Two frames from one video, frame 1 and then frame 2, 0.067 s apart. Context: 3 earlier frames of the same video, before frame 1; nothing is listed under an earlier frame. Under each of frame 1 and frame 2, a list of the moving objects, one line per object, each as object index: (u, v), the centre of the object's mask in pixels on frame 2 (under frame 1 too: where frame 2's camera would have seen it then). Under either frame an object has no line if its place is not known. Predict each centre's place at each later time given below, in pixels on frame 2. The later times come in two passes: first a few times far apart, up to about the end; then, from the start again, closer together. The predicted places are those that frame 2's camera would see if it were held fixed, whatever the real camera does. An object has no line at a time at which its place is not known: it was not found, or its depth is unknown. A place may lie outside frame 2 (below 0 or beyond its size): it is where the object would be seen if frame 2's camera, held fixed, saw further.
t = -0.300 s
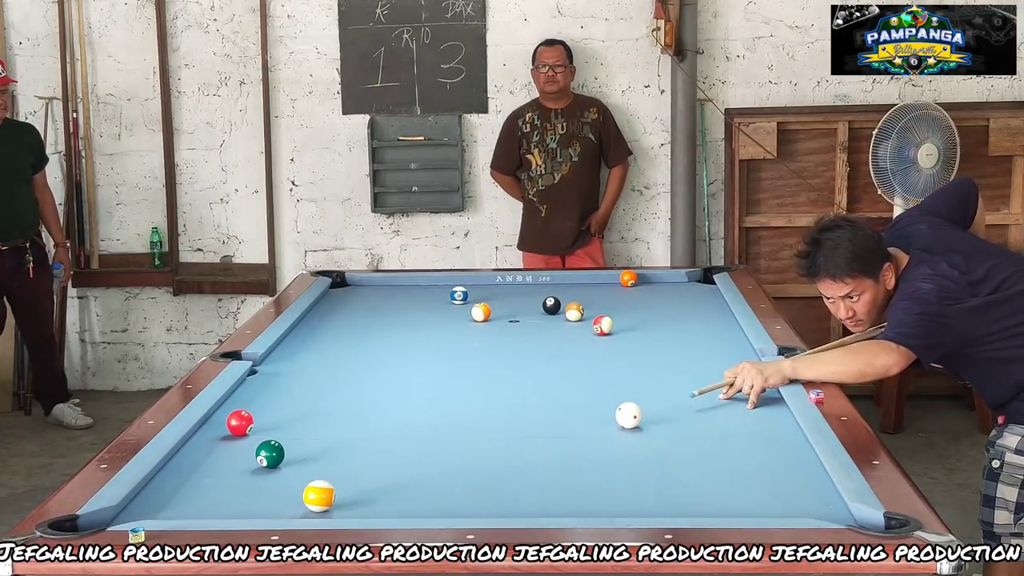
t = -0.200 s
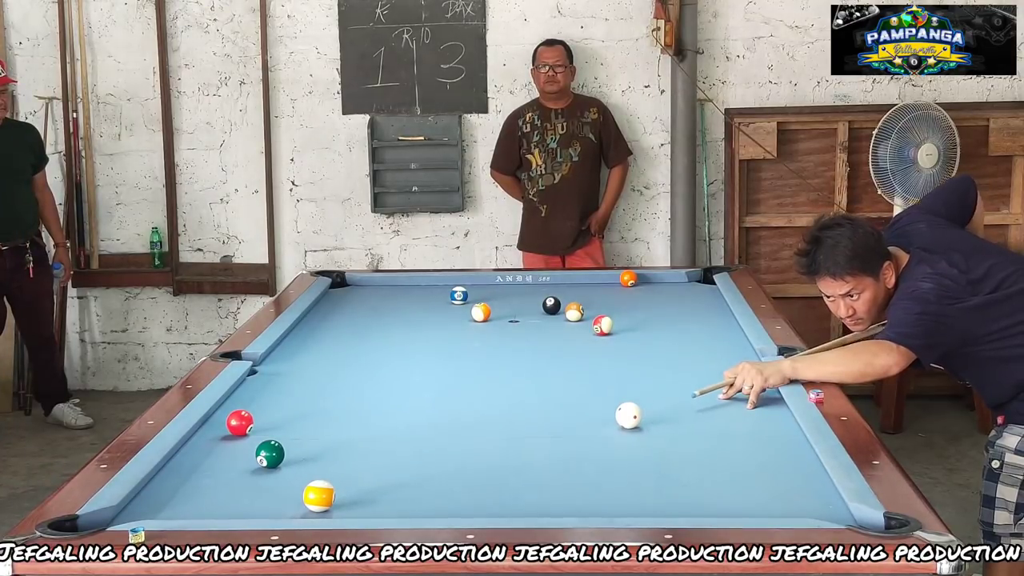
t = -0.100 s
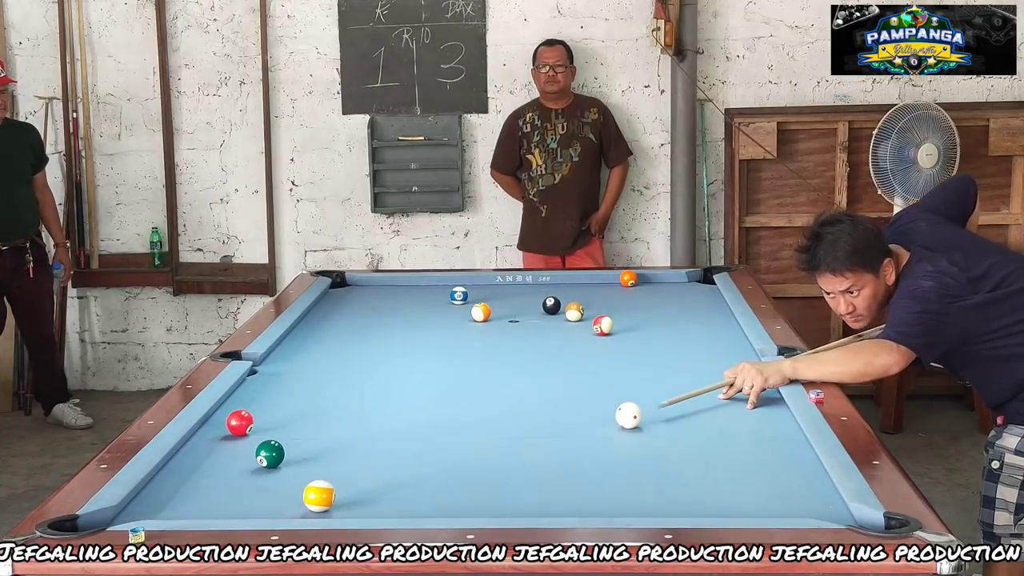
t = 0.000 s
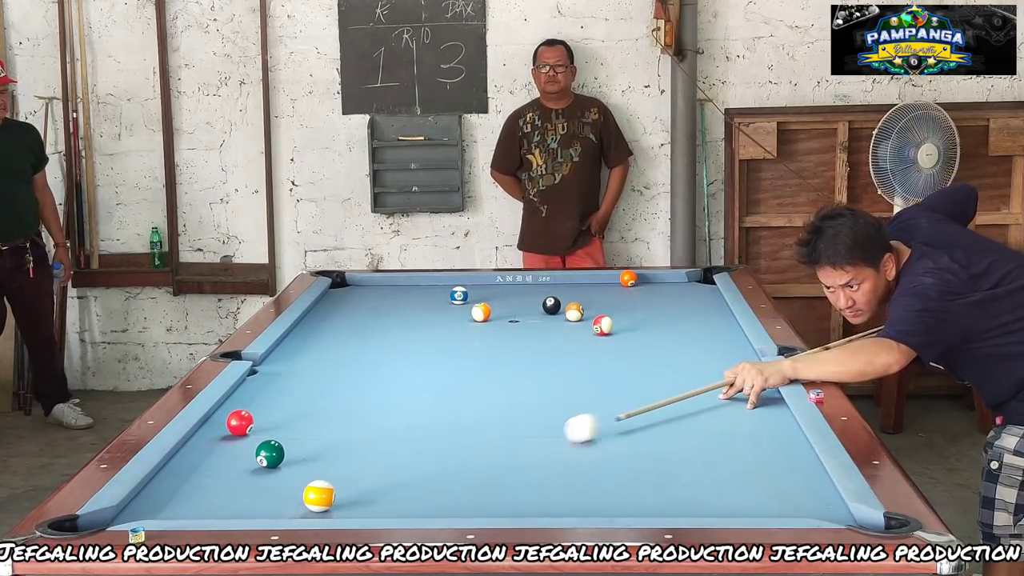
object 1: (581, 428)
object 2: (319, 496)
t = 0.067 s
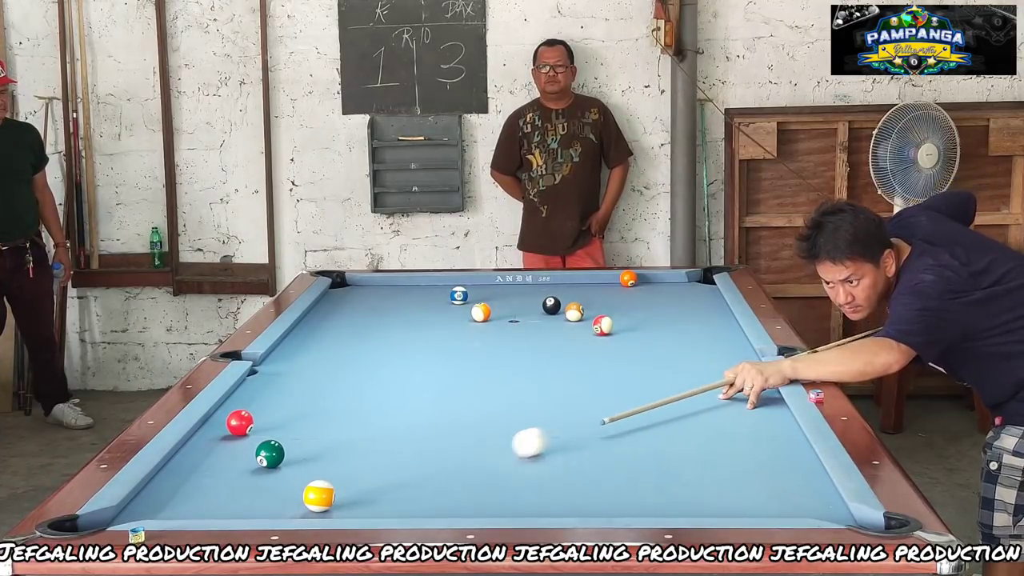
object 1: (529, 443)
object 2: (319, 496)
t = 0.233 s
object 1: (403, 478)
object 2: (319, 496)
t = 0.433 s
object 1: (349, 507)
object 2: (209, 506)
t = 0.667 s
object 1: (358, 504)
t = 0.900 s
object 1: (378, 488)
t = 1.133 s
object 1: (396, 473)
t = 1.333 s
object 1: (410, 461)
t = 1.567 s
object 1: (424, 449)
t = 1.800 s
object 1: (437, 438)
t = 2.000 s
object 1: (446, 430)
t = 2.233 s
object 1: (456, 421)
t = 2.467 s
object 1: (465, 414)
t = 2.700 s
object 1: (472, 407)
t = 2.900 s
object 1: (477, 402)
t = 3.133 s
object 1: (482, 397)
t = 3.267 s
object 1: (484, 394)
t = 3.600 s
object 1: (491, 388)
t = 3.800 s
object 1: (493, 385)
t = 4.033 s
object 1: (495, 382)
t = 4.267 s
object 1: (497, 380)
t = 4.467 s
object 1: (499, 378)
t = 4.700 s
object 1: (500, 377)
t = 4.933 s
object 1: (500, 376)
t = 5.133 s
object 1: (500, 375)
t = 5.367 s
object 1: (501, 375)
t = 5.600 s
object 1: (501, 375)
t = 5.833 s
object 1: (501, 376)
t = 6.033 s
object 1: (501, 376)
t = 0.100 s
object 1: (504, 450)
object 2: (319, 496)
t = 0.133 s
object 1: (478, 457)
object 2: (319, 496)
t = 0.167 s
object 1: (453, 464)
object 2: (319, 496)
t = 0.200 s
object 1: (428, 471)
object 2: (319, 496)
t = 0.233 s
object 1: (403, 478)
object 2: (319, 496)
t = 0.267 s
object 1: (376, 485)
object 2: (319, 496)
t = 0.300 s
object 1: (352, 492)
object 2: (317, 496)
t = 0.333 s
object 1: (352, 497)
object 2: (289, 499)
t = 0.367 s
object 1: (352, 501)
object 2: (261, 502)
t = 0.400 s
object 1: (351, 504)
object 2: (234, 504)
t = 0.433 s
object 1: (349, 507)
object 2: (209, 506)
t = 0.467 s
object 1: (344, 510)
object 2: (186, 508)
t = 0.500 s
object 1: (341, 512)
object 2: (165, 509)
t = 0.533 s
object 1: (345, 510)
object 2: (142, 511)
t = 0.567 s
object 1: (349, 509)
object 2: (121, 514)
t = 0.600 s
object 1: (352, 507)
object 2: (100, 518)
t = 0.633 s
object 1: (355, 506)
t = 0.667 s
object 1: (358, 504)
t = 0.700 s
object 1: (361, 502)
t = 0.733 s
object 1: (364, 500)
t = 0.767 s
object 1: (367, 497)
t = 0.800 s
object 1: (370, 495)
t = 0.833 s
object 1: (373, 492)
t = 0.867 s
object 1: (376, 490)
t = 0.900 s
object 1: (378, 488)
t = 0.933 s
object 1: (381, 486)
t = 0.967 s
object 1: (384, 483)
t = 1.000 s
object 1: (386, 481)
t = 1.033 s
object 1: (389, 479)
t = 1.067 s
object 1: (391, 477)
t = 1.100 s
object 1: (394, 475)
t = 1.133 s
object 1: (396, 473)
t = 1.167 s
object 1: (398, 471)
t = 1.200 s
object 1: (401, 469)
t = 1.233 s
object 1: (403, 467)
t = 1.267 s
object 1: (405, 465)
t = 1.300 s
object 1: (408, 463)
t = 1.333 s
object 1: (410, 461)
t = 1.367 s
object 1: (412, 460)
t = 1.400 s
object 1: (414, 458)
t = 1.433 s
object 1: (416, 456)
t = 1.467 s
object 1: (418, 454)
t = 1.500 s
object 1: (420, 453)
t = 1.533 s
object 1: (422, 451)
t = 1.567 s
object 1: (424, 449)
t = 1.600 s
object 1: (426, 447)
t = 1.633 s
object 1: (428, 446)
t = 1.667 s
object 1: (430, 444)
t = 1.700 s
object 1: (431, 443)
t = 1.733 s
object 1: (433, 441)
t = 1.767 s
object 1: (435, 440)
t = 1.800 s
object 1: (437, 438)
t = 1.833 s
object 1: (439, 437)
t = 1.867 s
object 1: (440, 436)
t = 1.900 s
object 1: (442, 434)
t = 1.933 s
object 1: (443, 433)
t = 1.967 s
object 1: (445, 431)
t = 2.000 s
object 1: (446, 430)
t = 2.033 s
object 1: (448, 429)
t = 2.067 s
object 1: (449, 427)
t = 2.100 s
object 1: (451, 426)
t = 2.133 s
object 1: (452, 425)
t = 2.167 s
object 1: (453, 424)
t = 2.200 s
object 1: (455, 422)
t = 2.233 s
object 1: (456, 421)
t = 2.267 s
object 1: (457, 420)
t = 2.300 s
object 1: (459, 419)
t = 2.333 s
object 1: (460, 418)
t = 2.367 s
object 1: (461, 417)
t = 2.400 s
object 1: (462, 416)
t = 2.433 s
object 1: (464, 415)
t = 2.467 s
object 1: (465, 414)
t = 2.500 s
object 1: (466, 413)
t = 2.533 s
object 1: (467, 412)
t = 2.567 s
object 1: (468, 411)
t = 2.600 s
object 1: (469, 410)
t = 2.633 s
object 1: (470, 409)
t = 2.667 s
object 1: (471, 408)
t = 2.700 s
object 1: (472, 407)
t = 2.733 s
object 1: (473, 406)
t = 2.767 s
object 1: (474, 405)
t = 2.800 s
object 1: (475, 404)
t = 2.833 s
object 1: (476, 404)
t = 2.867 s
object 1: (477, 403)
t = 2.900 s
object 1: (477, 402)
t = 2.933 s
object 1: (478, 401)
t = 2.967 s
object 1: (478, 400)
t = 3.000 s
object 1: (479, 400)
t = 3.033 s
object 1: (480, 399)
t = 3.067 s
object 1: (481, 398)
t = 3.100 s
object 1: (482, 397)
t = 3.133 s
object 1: (482, 397)
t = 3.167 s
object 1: (477, 396)
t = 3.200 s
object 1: (483, 395)
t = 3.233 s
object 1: (484, 395)
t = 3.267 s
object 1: (484, 394)
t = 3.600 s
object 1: (491, 388)
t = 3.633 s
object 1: (491, 387)
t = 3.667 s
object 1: (491, 387)
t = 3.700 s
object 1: (492, 386)
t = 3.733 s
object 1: (492, 386)
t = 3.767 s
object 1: (493, 385)
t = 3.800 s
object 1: (493, 385)
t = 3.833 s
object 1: (493, 384)
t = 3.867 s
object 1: (494, 384)
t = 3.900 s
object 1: (494, 384)
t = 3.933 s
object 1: (494, 383)
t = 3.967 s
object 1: (495, 383)
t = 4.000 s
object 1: (495, 382)
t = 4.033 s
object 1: (495, 382)
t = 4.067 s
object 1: (496, 382)
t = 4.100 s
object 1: (496, 381)
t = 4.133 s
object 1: (496, 381)
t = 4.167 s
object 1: (496, 381)
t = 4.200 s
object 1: (497, 380)
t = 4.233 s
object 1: (497, 380)
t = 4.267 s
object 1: (497, 380)
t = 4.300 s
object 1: (498, 380)
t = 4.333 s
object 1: (498, 379)
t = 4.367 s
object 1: (498, 379)
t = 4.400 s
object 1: (498, 379)
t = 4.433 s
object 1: (499, 378)
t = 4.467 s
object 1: (499, 378)
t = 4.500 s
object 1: (499, 378)
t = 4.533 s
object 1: (499, 378)
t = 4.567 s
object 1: (499, 378)
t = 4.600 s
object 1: (499, 377)
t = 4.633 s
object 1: (499, 377)
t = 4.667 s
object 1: (499, 377)
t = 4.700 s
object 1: (500, 377)
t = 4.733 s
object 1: (500, 377)
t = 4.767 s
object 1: (500, 377)
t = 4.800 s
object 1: (500, 376)
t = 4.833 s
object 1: (500, 376)
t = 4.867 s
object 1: (500, 376)
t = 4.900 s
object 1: (500, 376)
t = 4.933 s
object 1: (500, 376)
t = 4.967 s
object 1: (500, 376)
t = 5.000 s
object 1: (500, 376)
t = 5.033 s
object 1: (500, 376)
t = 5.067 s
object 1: (500, 376)
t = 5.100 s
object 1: (501, 375)
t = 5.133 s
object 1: (500, 375)
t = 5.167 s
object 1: (501, 375)
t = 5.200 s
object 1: (501, 375)
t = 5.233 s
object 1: (501, 375)
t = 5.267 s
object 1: (501, 375)
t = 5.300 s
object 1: (501, 375)
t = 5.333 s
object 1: (501, 375)
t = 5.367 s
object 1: (501, 375)
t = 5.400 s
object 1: (501, 375)
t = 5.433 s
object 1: (501, 375)
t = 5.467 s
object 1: (501, 375)
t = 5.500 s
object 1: (501, 375)
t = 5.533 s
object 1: (501, 375)
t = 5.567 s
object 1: (501, 375)
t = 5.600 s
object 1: (501, 375)
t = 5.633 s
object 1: (501, 376)
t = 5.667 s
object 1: (501, 375)
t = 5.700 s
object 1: (501, 376)
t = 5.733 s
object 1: (501, 376)
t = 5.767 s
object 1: (501, 376)
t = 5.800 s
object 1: (501, 375)
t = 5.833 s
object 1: (501, 376)
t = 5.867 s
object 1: (501, 375)
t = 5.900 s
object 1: (501, 376)
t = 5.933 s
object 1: (501, 376)
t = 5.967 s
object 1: (501, 376)
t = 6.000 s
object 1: (501, 375)
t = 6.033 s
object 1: (501, 376)
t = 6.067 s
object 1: (501, 376)
